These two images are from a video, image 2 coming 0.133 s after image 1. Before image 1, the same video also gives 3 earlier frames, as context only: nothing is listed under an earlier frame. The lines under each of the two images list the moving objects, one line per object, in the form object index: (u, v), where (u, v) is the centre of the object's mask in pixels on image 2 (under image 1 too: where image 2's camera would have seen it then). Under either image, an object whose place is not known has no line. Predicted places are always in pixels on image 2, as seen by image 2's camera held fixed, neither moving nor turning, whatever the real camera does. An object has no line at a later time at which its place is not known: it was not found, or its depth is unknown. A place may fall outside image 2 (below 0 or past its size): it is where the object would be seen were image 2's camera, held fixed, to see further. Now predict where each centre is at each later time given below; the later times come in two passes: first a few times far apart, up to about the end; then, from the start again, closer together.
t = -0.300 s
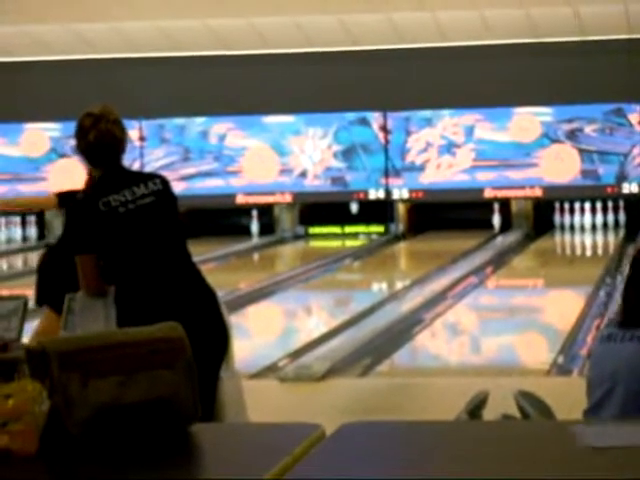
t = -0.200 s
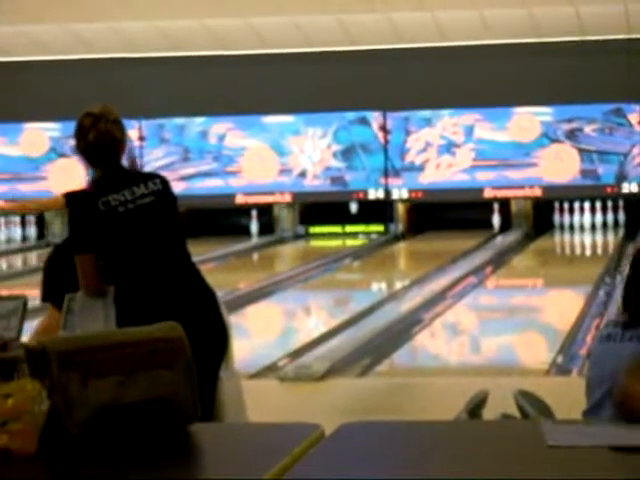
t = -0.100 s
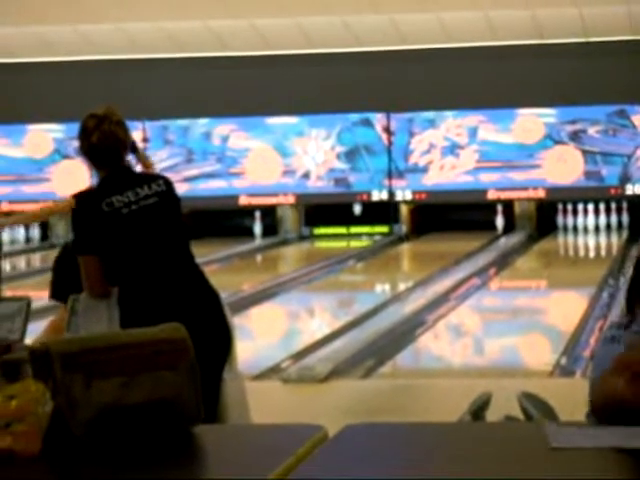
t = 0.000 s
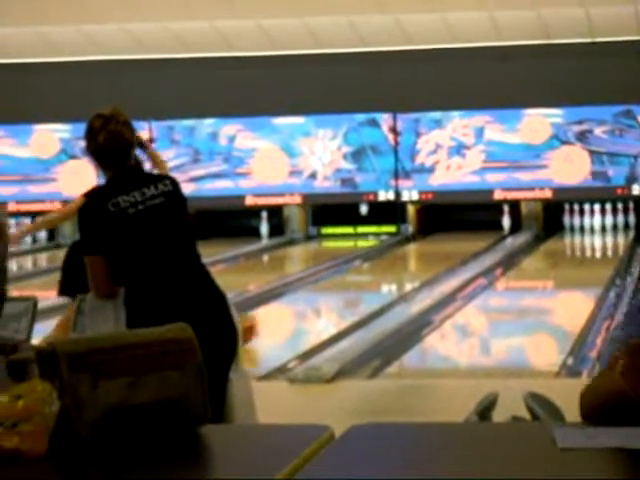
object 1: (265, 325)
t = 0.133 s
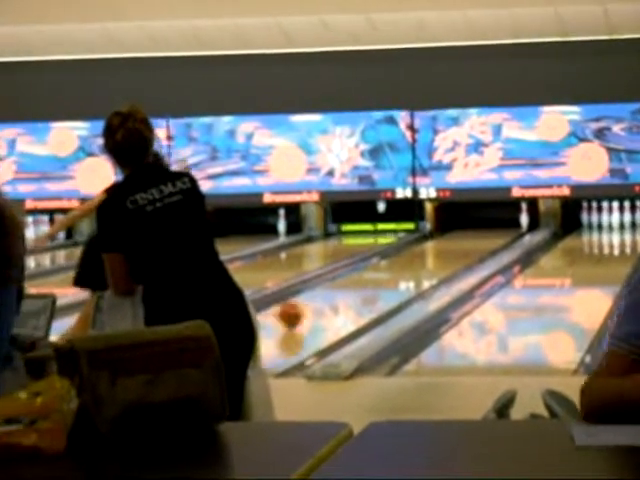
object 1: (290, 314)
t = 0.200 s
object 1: (303, 309)
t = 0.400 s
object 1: (339, 296)
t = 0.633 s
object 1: (376, 281)
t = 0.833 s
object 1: (400, 270)
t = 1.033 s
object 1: (424, 264)
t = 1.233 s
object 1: (444, 256)
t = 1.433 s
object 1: (460, 247)
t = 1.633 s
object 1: (476, 241)
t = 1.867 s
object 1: (490, 234)
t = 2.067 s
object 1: (498, 230)
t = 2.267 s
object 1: (506, 226)
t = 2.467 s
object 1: (511, 223)
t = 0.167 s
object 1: (297, 311)
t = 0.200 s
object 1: (303, 309)
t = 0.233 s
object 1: (310, 307)
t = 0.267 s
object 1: (316, 305)
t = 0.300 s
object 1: (322, 302)
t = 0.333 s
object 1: (328, 300)
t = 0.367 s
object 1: (334, 297)
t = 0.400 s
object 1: (339, 296)
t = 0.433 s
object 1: (345, 294)
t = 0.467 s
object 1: (352, 290)
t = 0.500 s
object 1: (356, 288)
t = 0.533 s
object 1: (360, 287)
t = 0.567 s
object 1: (366, 285)
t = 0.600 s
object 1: (369, 283)
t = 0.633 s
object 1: (376, 281)
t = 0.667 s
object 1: (379, 280)
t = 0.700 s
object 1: (383, 278)
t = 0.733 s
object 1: (387, 277)
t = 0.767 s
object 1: (392, 275)
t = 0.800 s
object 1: (397, 271)
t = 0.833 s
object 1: (400, 270)
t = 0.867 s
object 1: (403, 269)
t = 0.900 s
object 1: (406, 269)
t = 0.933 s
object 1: (413, 268)
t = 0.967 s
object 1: (417, 265)
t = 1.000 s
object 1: (419, 265)
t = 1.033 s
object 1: (424, 264)
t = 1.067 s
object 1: (427, 261)
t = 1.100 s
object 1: (431, 259)
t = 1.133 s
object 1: (434, 258)
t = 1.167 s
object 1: (436, 257)
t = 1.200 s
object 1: (439, 257)
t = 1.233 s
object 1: (444, 256)
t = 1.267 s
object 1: (449, 255)
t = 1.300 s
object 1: (450, 253)
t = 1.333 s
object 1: (451, 252)
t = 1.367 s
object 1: (453, 251)
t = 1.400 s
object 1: (457, 247)
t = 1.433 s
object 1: (460, 247)
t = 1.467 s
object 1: (464, 245)
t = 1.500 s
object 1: (466, 244)
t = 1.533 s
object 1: (467, 243)
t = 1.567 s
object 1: (471, 243)
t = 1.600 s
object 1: (474, 243)
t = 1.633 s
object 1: (476, 241)
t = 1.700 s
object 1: (480, 239)
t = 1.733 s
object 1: (481, 239)
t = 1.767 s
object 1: (484, 237)
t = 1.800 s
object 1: (484, 236)
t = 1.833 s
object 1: (487, 236)
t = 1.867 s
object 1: (490, 234)
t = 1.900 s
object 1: (491, 234)
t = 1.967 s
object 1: (494, 232)
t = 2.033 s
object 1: (496, 231)
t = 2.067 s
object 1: (498, 230)
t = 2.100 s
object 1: (500, 230)
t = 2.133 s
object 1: (502, 229)
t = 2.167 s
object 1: (502, 227)
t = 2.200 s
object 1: (505, 228)
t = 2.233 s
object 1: (505, 227)
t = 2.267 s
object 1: (506, 226)
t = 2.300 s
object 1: (507, 225)
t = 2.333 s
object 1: (508, 225)
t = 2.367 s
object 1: (509, 223)
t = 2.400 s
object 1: (510, 223)
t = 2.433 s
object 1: (510, 223)
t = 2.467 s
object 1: (511, 223)
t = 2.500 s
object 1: (512, 223)
